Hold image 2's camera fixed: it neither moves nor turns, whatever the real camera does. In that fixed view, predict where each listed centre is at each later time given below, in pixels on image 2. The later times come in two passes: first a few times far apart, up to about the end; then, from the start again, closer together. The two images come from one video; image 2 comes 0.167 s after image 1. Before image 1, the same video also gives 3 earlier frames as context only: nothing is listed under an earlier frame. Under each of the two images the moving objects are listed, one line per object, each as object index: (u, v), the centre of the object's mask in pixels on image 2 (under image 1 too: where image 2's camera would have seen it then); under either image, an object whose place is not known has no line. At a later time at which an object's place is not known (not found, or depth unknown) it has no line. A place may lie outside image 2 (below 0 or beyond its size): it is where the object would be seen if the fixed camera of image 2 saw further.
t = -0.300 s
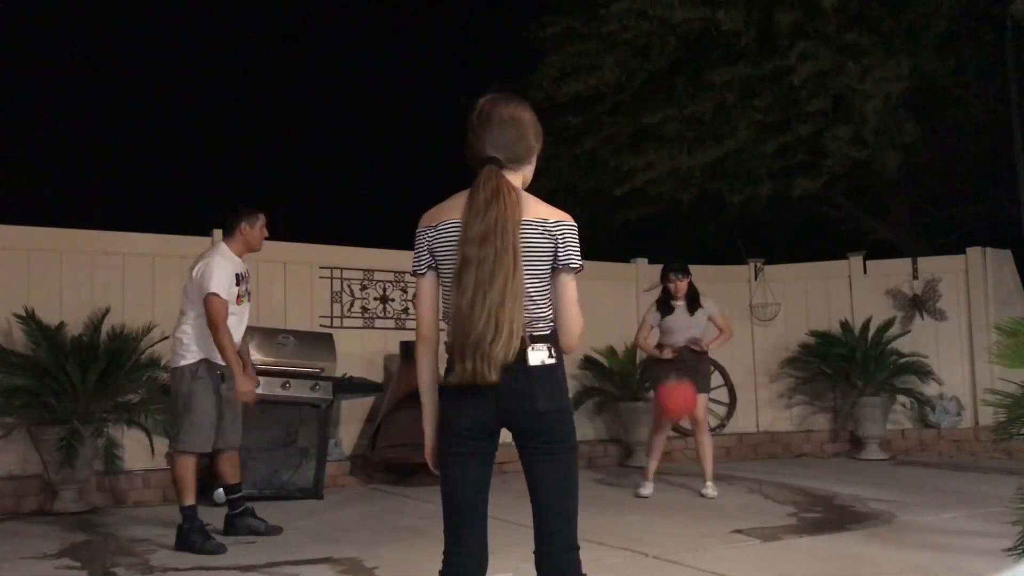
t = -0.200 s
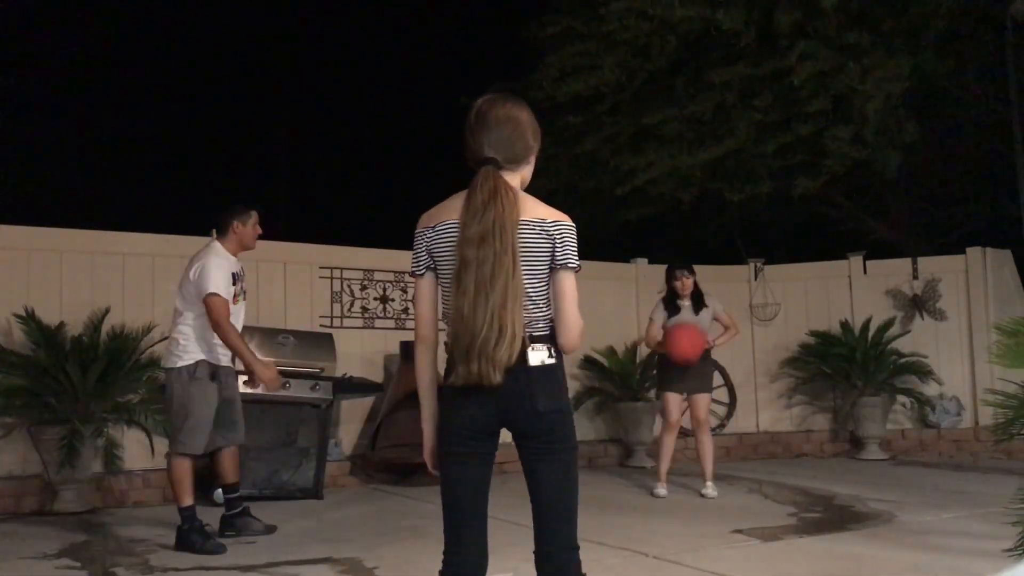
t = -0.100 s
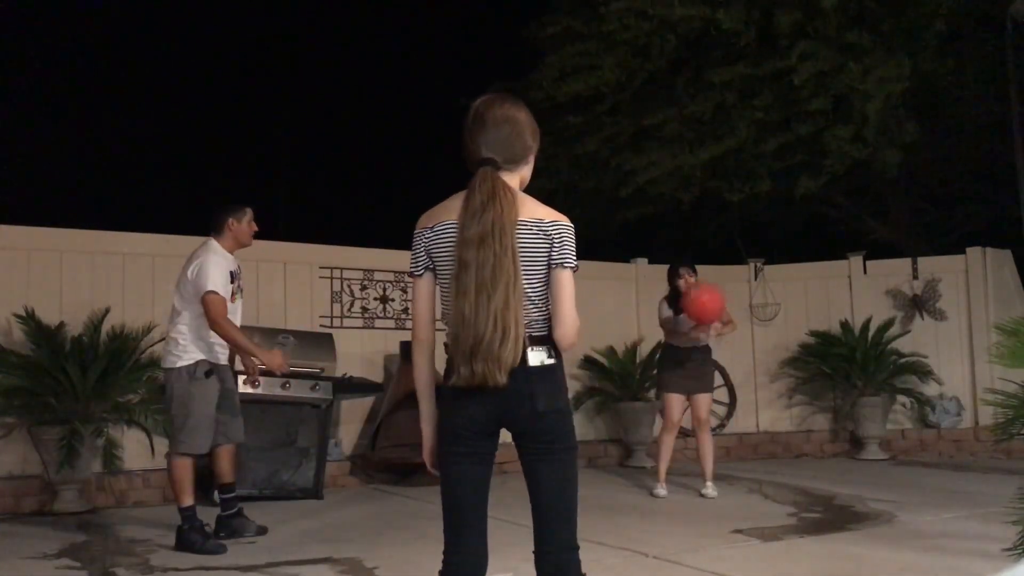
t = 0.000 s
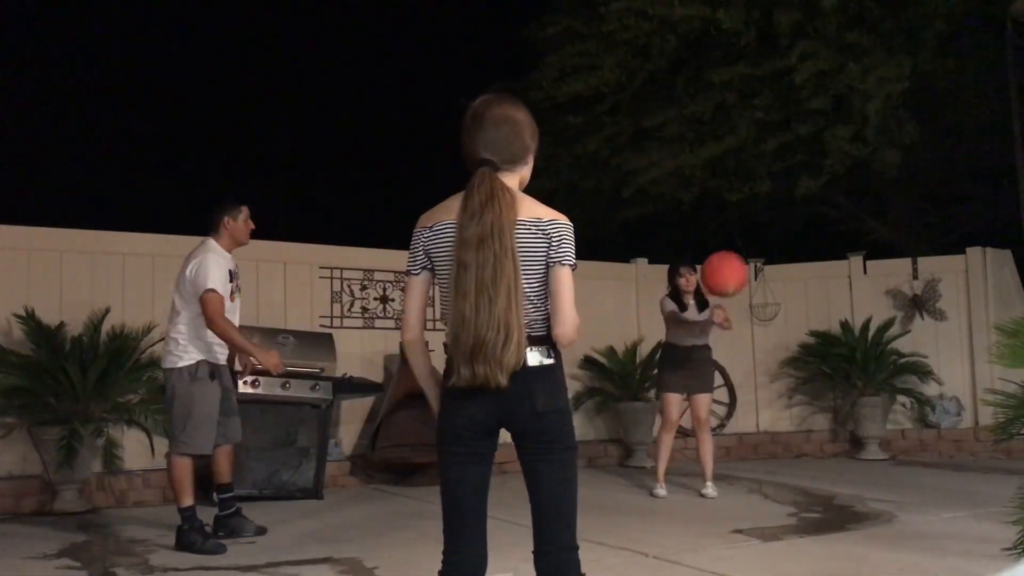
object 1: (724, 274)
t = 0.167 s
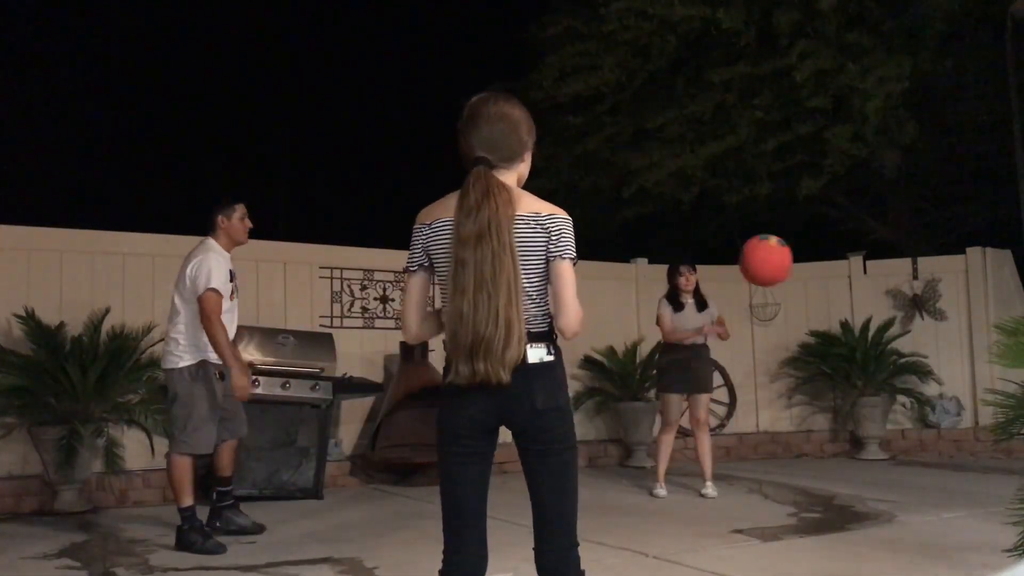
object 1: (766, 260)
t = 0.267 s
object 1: (796, 279)
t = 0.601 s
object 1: (948, 549)
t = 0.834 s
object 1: (988, 361)
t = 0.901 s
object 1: (1000, 302)
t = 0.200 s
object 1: (775, 264)
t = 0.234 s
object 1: (786, 270)
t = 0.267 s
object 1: (796, 279)
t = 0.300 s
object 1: (808, 290)
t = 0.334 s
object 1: (819, 304)
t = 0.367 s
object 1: (833, 322)
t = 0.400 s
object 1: (847, 342)
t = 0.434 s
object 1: (861, 364)
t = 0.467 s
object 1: (876, 392)
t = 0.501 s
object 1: (893, 423)
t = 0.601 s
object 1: (948, 549)
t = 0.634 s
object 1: (958, 546)
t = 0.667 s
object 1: (965, 513)
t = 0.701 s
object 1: (973, 476)
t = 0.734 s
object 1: (977, 448)
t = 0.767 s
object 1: (980, 413)
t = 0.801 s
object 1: (984, 384)
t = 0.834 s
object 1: (988, 361)
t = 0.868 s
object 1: (992, 323)
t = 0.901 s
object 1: (1000, 302)
